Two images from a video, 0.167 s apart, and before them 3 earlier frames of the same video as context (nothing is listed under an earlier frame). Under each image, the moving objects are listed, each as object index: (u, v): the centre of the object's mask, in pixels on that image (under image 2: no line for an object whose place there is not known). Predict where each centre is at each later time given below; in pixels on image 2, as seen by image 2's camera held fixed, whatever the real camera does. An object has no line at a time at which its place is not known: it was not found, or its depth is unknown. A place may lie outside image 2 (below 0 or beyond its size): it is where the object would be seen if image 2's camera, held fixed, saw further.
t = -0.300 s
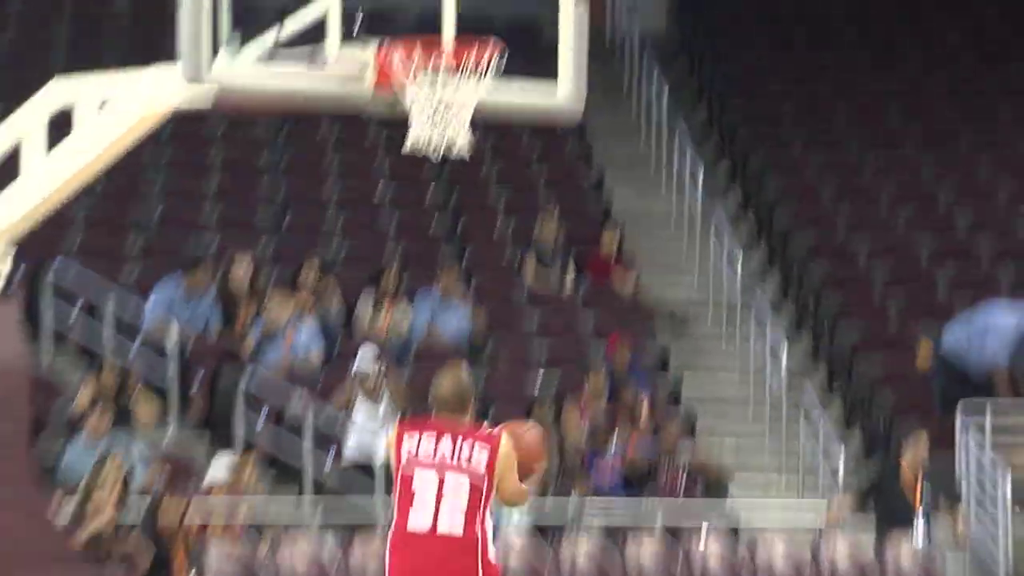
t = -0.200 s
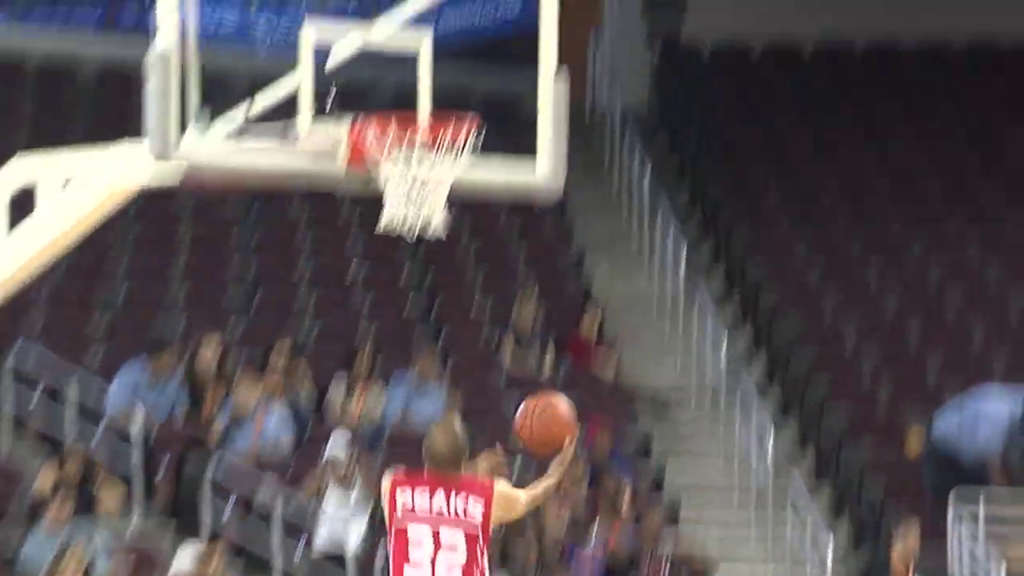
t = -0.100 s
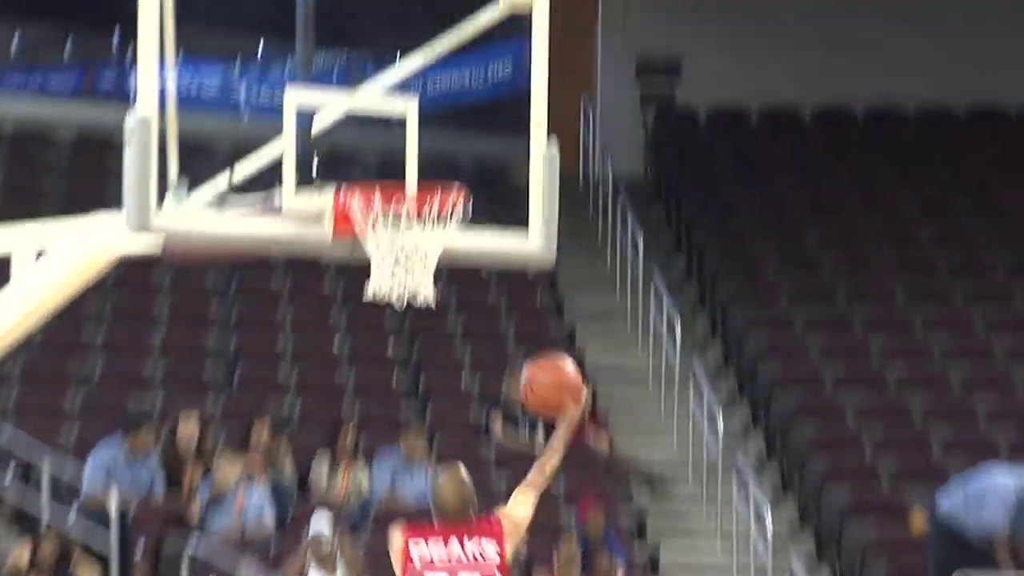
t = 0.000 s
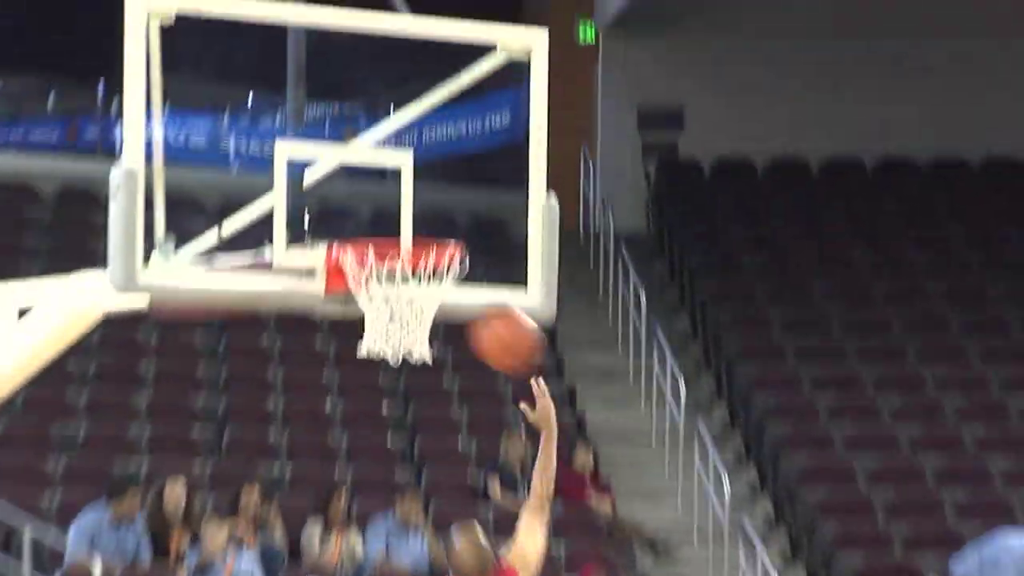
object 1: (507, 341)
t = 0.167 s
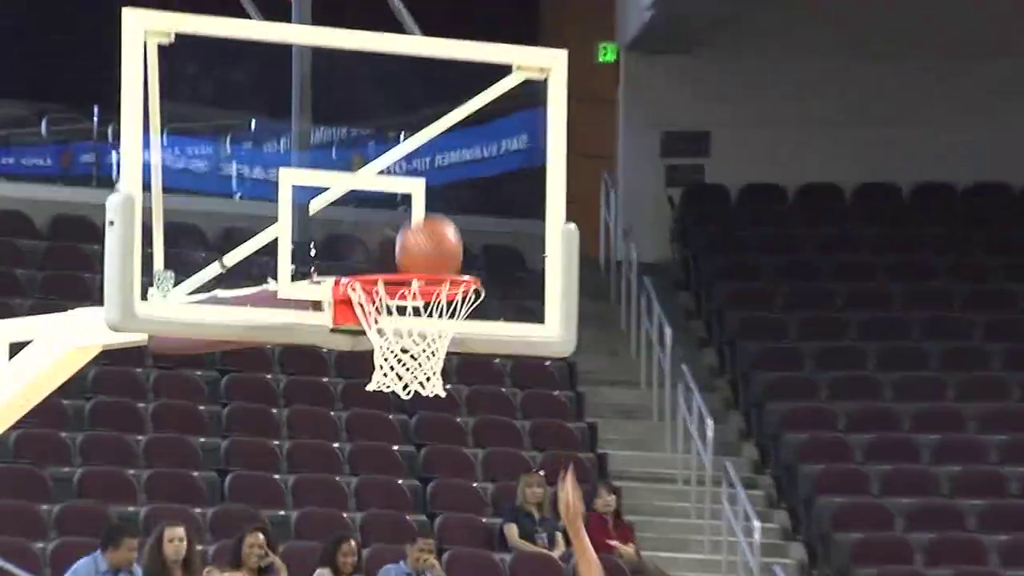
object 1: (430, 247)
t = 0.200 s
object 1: (426, 244)
